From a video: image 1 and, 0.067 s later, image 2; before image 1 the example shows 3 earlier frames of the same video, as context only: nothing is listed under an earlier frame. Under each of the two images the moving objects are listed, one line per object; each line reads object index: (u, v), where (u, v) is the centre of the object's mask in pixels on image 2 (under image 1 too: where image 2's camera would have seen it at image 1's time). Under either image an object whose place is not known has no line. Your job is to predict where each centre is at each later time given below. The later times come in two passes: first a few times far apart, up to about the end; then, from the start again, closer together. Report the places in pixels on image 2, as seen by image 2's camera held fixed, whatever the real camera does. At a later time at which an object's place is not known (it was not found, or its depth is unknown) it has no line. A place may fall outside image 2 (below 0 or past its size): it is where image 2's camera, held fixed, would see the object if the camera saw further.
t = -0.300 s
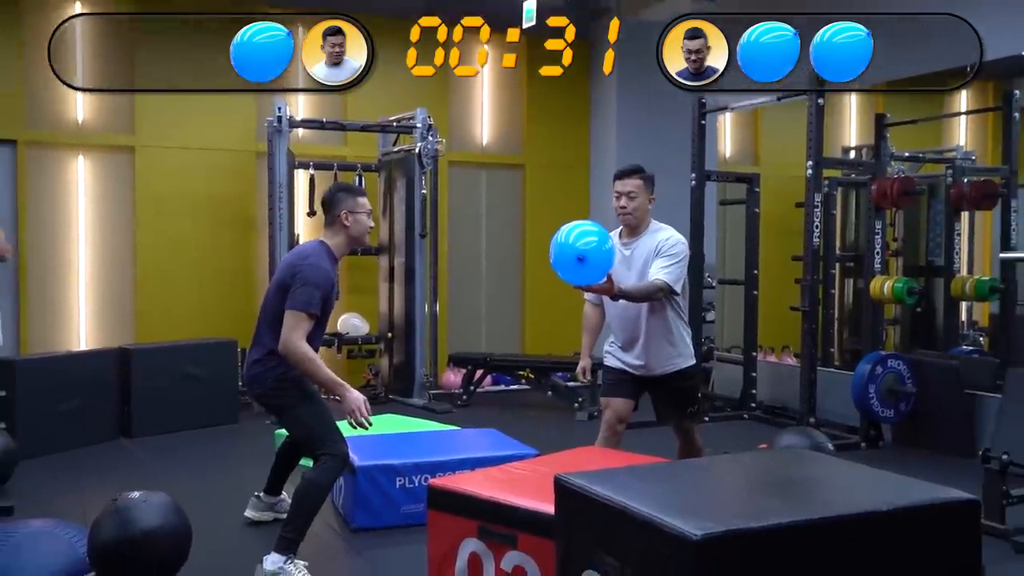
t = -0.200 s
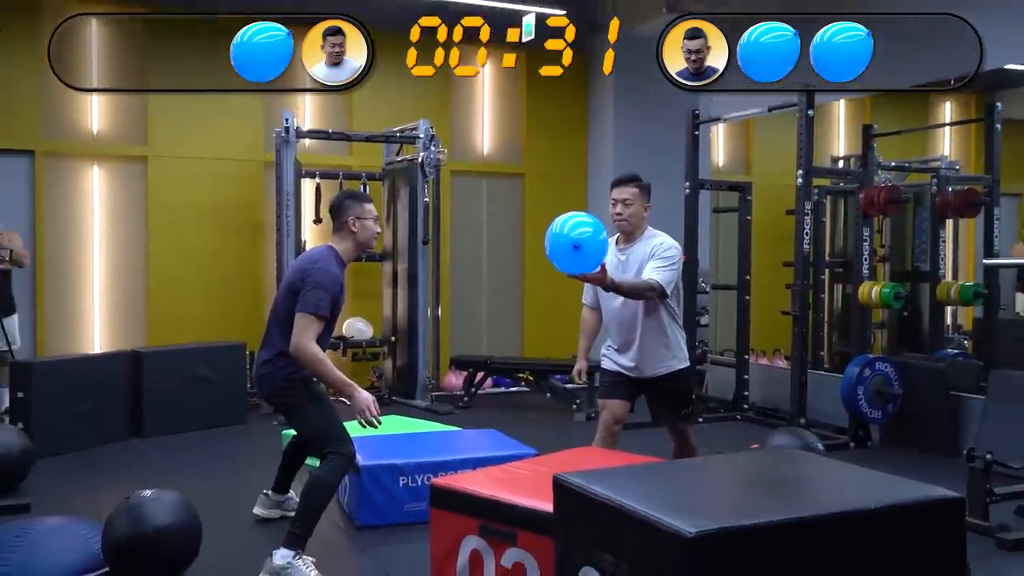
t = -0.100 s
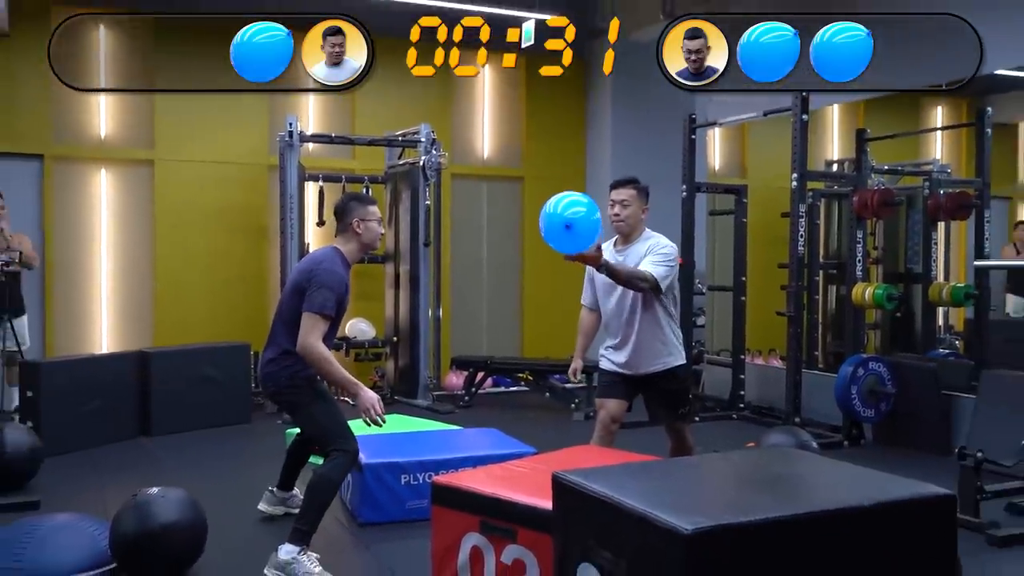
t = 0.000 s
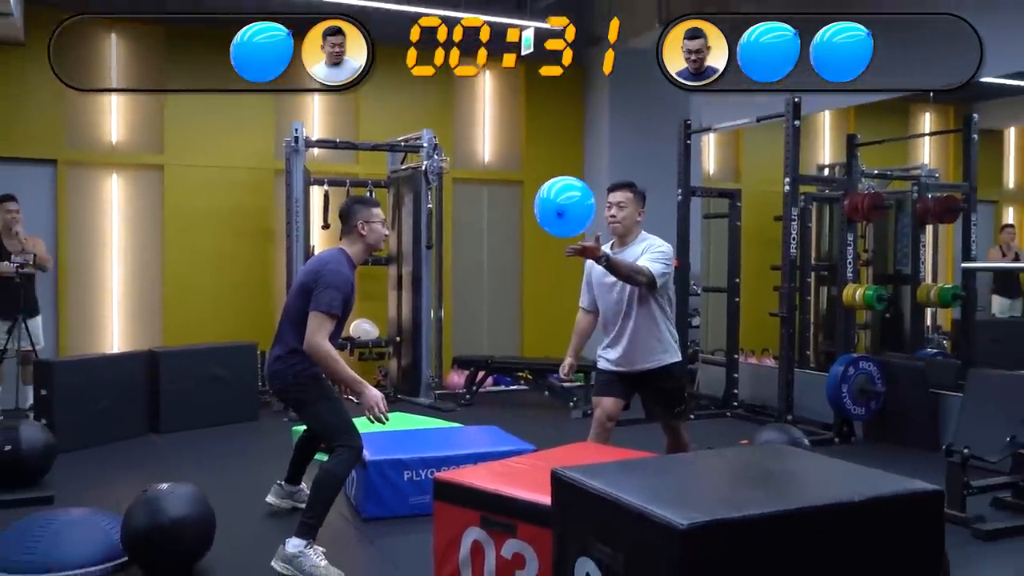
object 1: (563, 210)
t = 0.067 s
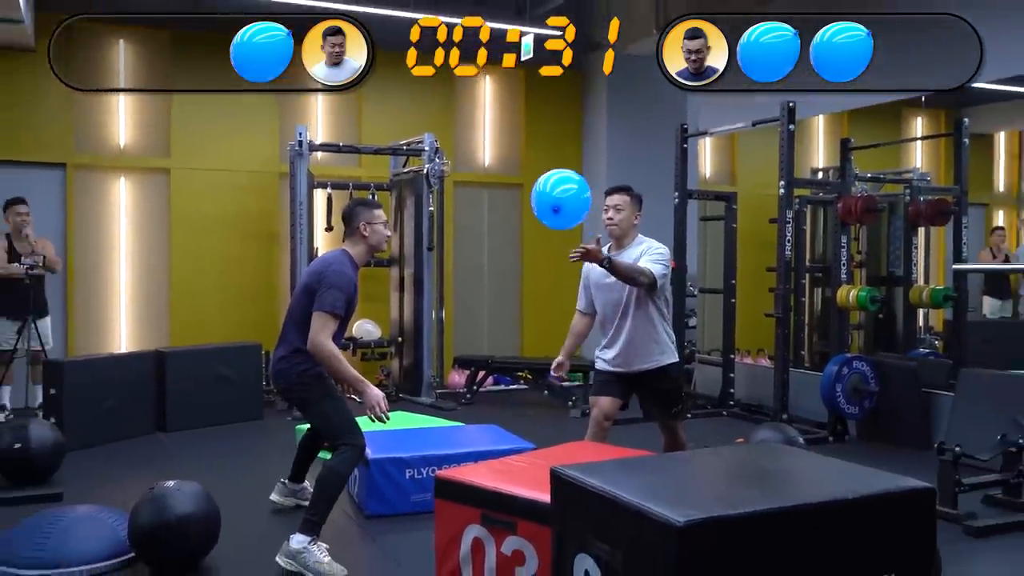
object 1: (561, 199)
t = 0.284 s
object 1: (553, 178)
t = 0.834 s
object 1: (535, 204)
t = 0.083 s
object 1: (560, 197)
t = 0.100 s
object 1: (560, 194)
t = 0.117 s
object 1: (559, 192)
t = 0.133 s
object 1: (558, 190)
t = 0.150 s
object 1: (558, 188)
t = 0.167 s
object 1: (557, 187)
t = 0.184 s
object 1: (557, 185)
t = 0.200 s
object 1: (556, 183)
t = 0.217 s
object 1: (555, 182)
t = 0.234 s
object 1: (554, 181)
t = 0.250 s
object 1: (554, 180)
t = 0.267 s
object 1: (553, 179)
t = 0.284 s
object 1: (553, 178)
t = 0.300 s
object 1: (552, 178)
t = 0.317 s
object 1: (551, 177)
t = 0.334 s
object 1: (551, 177)
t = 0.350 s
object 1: (550, 176)
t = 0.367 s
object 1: (550, 176)
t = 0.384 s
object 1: (549, 176)
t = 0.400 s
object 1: (549, 176)
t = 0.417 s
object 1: (548, 175)
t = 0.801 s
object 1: (536, 199)
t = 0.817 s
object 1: (535, 202)
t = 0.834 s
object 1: (535, 204)
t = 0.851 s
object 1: (534, 206)
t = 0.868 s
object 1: (534, 208)
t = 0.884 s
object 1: (533, 211)
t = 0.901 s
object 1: (533, 213)
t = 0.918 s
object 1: (532, 216)
